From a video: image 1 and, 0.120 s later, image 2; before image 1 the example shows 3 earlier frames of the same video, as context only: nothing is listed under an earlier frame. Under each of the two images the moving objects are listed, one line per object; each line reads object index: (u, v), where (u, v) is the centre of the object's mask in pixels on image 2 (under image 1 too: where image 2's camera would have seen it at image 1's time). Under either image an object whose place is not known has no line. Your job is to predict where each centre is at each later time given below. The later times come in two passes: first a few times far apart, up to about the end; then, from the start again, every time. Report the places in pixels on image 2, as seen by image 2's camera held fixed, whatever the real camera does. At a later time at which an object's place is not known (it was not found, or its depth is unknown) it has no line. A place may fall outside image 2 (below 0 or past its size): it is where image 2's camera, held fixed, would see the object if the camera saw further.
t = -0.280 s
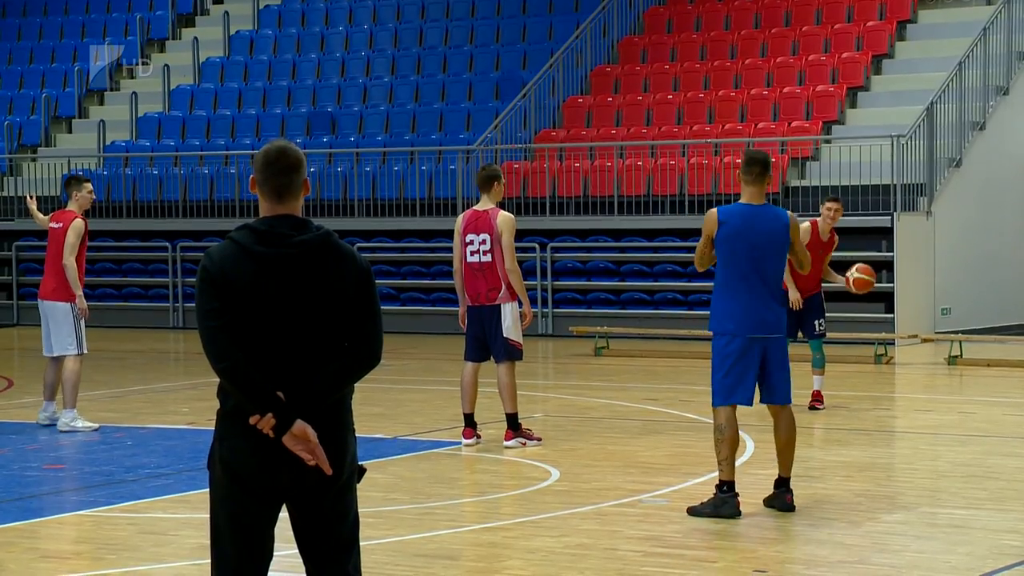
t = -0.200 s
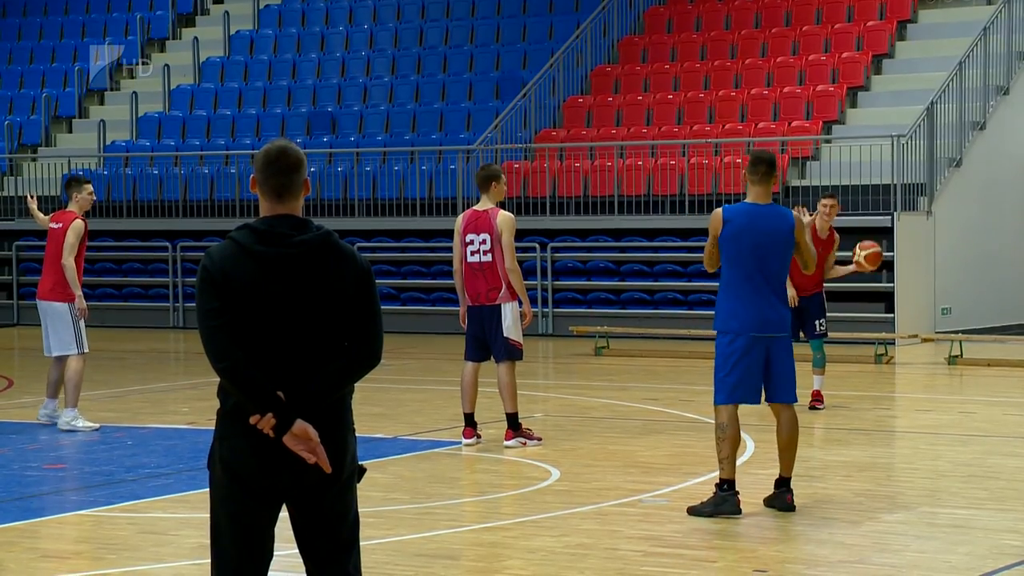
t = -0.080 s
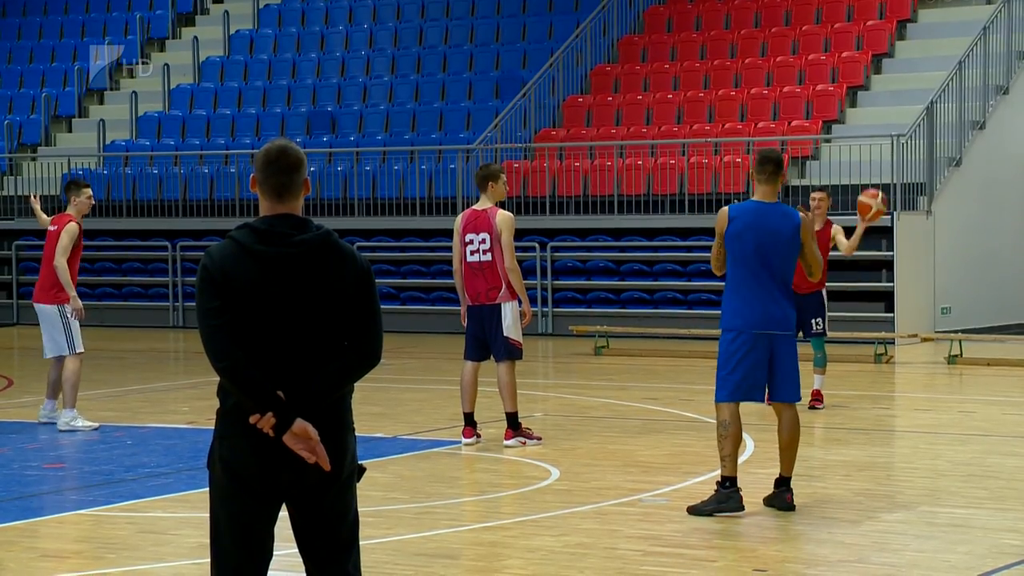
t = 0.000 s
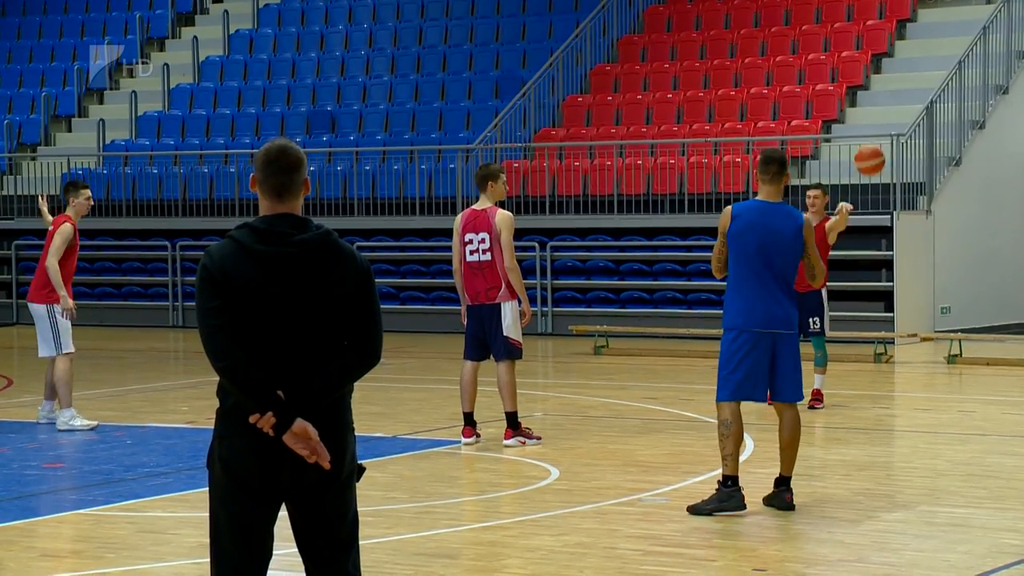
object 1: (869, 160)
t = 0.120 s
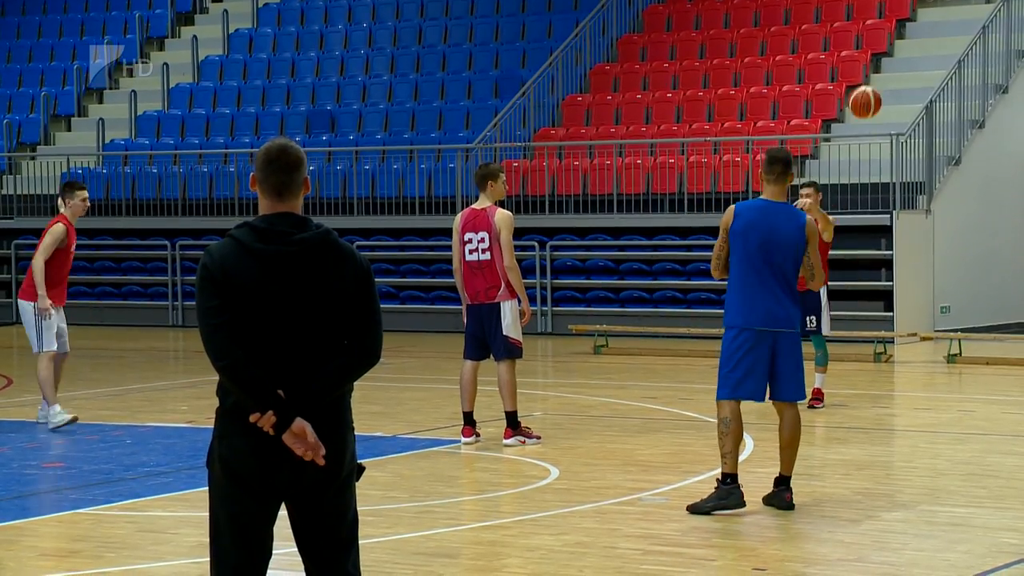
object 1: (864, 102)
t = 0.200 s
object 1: (861, 72)
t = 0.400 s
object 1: (855, 29)
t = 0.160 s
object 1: (863, 86)
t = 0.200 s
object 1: (861, 72)
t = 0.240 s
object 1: (860, 60)
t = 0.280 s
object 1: (858, 48)
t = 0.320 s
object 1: (857, 40)
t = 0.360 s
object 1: (856, 33)
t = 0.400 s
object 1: (855, 29)
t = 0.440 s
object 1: (853, 26)
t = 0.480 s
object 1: (851, 26)
